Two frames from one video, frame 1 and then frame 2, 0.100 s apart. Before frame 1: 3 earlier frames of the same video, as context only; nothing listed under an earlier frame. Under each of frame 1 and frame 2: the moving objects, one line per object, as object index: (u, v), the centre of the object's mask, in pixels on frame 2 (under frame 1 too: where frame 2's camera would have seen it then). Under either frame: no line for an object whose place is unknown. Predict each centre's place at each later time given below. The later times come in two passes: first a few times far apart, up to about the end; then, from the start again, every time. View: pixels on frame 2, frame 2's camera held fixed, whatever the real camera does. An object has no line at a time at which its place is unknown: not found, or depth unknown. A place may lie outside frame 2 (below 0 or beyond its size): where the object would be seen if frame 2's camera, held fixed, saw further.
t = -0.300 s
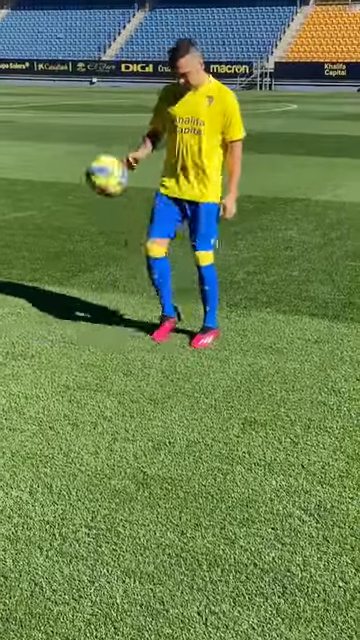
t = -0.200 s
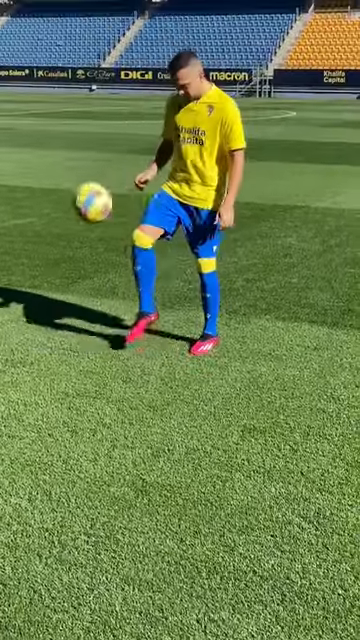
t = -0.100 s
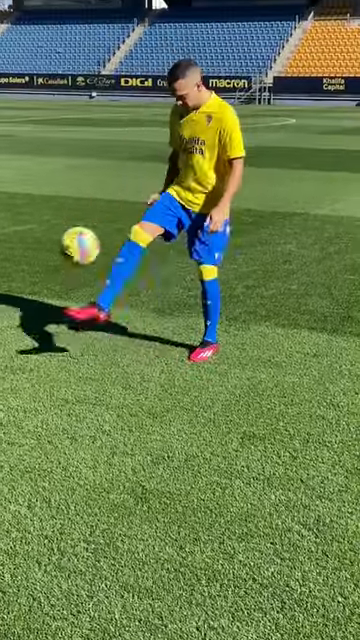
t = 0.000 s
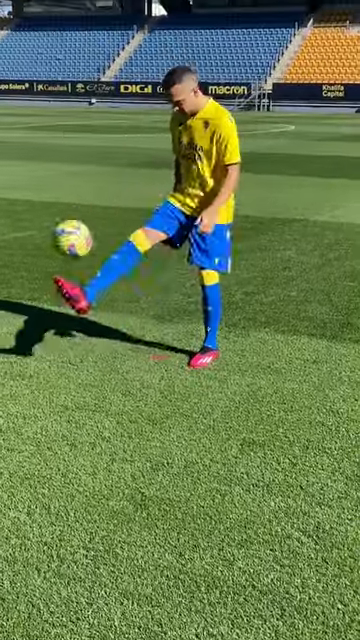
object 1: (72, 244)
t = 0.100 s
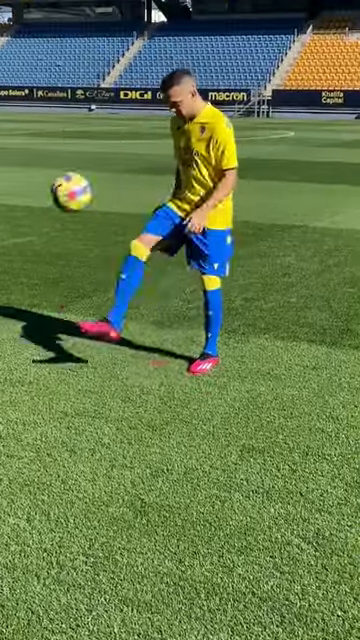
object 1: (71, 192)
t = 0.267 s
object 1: (68, 141)
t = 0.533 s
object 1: (69, 162)
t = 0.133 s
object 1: (70, 178)
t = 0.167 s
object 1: (70, 166)
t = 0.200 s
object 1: (70, 156)
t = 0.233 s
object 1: (69, 148)
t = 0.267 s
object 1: (68, 141)
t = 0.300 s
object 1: (69, 137)
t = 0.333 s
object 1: (69, 135)
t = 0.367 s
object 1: (68, 134)
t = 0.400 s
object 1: (69, 136)
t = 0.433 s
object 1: (68, 139)
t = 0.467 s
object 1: (68, 145)
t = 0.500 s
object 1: (68, 153)
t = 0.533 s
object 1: (69, 162)
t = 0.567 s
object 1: (70, 173)
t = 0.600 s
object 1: (69, 187)
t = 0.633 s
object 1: (69, 201)
